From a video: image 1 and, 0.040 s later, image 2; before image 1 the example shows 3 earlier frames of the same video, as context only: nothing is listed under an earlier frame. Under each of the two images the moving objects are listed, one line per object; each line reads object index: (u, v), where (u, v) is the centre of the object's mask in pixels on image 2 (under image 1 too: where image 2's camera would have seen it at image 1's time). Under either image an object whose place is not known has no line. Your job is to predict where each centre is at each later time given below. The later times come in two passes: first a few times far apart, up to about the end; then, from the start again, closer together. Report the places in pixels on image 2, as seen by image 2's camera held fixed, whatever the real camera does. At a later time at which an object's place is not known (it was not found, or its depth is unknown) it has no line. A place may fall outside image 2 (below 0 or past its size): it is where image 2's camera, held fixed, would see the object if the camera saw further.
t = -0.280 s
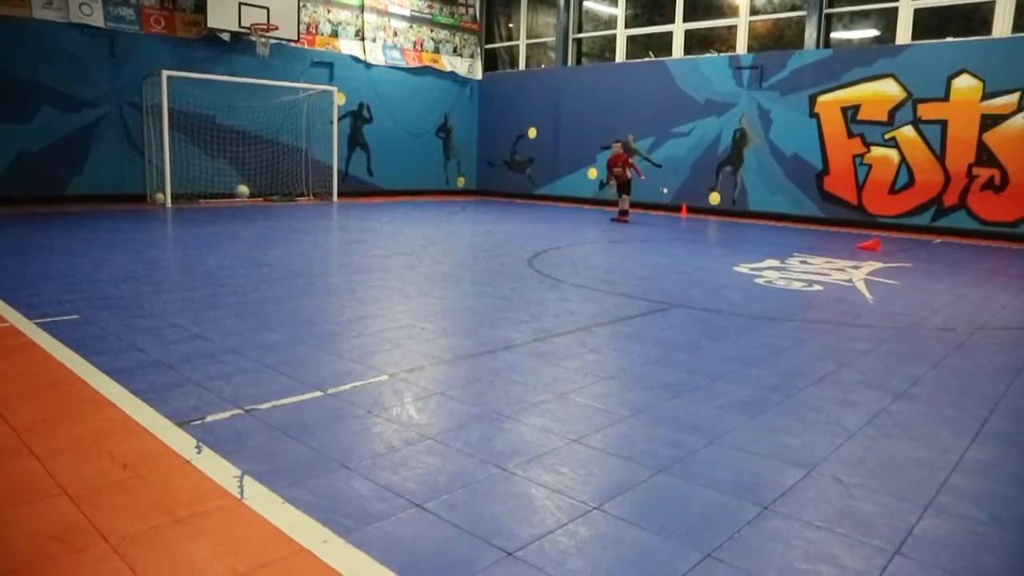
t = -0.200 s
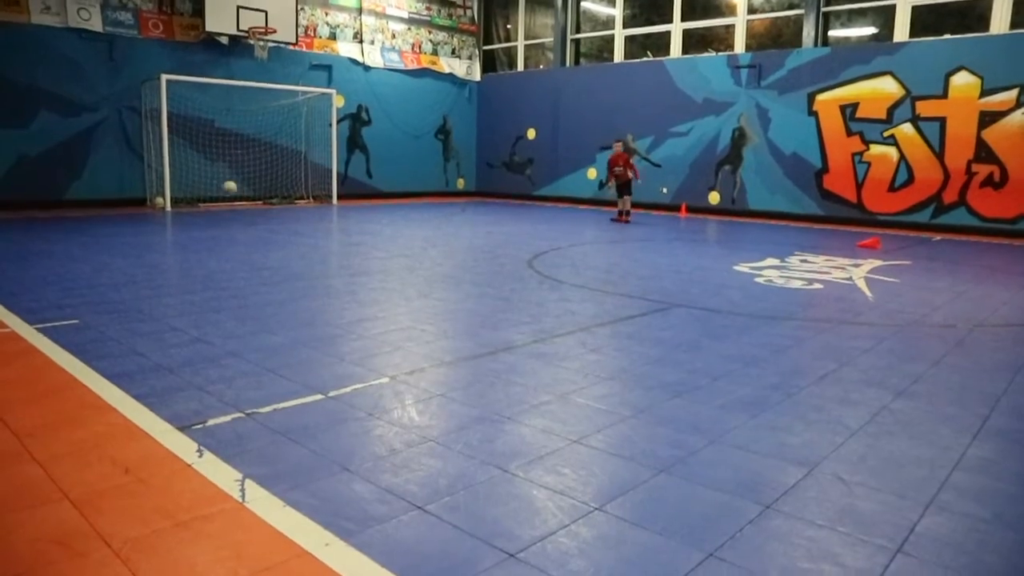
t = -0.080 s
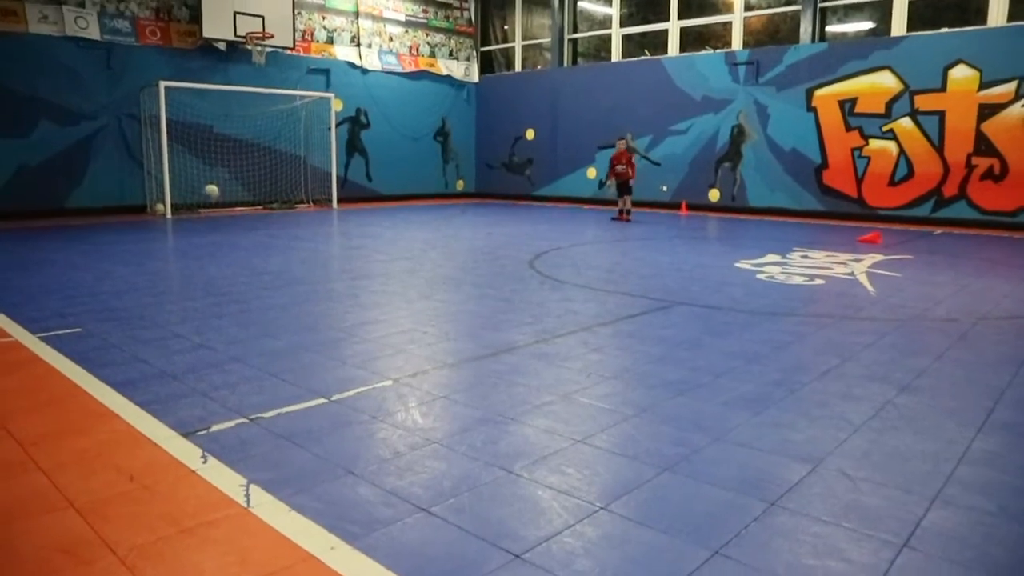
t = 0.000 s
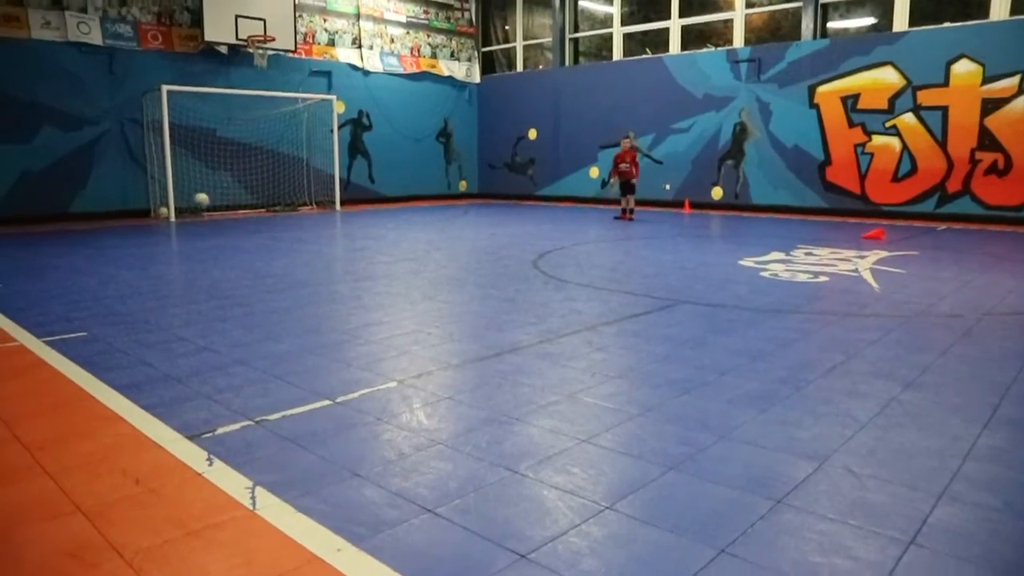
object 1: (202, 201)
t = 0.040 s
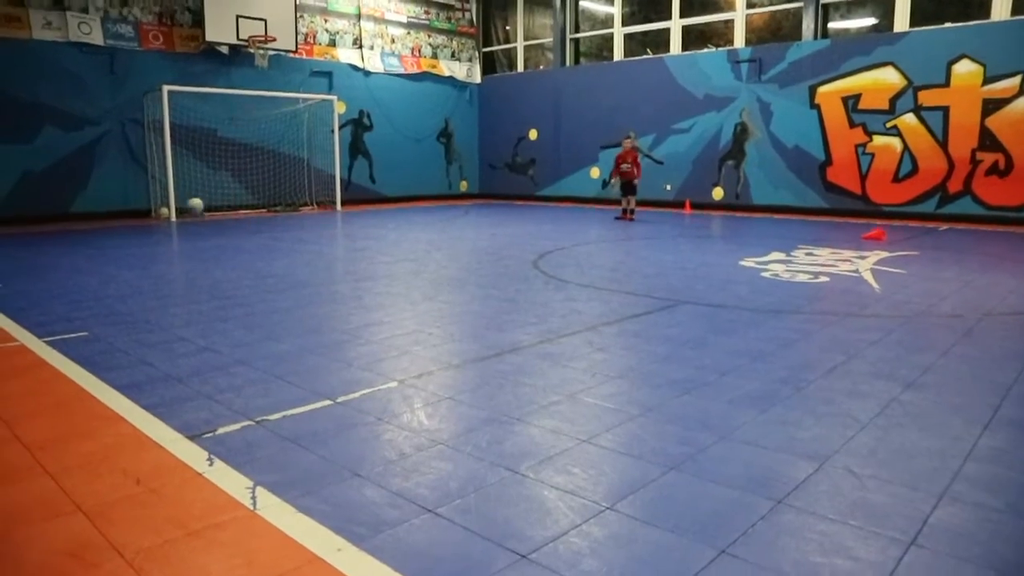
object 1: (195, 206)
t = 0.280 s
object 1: (152, 223)
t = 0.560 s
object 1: (91, 245)
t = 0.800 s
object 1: (27, 256)
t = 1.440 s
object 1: (-83, 276)
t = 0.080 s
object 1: (188, 211)
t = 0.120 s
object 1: (182, 218)
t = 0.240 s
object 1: (160, 226)
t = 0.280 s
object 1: (152, 223)
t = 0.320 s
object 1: (144, 222)
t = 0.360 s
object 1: (136, 221)
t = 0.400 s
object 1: (128, 222)
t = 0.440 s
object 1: (119, 225)
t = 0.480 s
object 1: (110, 229)
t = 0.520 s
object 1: (101, 236)
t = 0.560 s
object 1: (91, 245)
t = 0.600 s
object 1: (82, 245)
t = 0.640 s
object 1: (71, 243)
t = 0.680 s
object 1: (60, 244)
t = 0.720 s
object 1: (50, 246)
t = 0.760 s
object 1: (38, 252)
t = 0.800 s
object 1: (27, 256)
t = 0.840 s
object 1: (14, 257)
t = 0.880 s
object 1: (5, 259)
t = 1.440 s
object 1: (-83, 276)
